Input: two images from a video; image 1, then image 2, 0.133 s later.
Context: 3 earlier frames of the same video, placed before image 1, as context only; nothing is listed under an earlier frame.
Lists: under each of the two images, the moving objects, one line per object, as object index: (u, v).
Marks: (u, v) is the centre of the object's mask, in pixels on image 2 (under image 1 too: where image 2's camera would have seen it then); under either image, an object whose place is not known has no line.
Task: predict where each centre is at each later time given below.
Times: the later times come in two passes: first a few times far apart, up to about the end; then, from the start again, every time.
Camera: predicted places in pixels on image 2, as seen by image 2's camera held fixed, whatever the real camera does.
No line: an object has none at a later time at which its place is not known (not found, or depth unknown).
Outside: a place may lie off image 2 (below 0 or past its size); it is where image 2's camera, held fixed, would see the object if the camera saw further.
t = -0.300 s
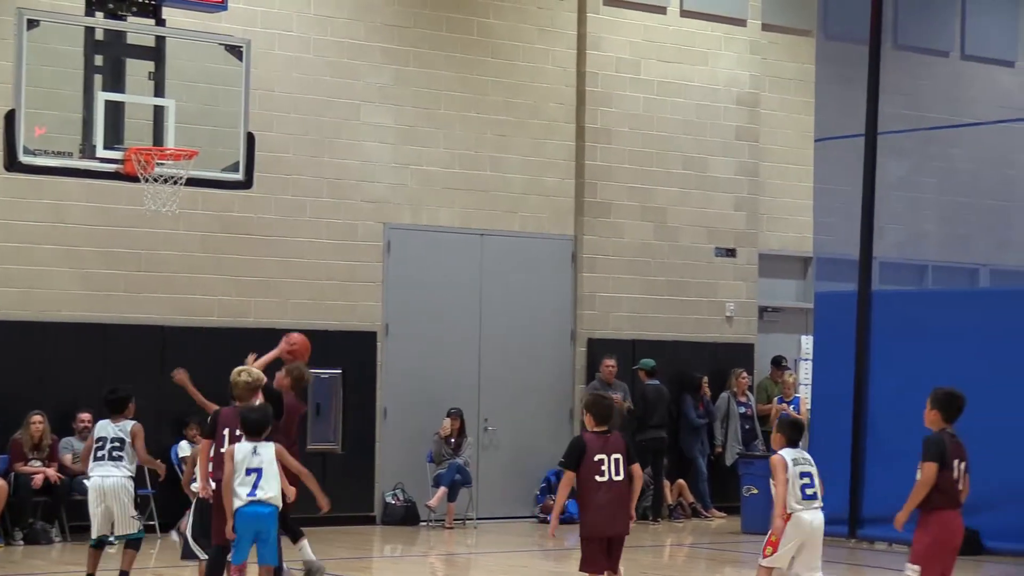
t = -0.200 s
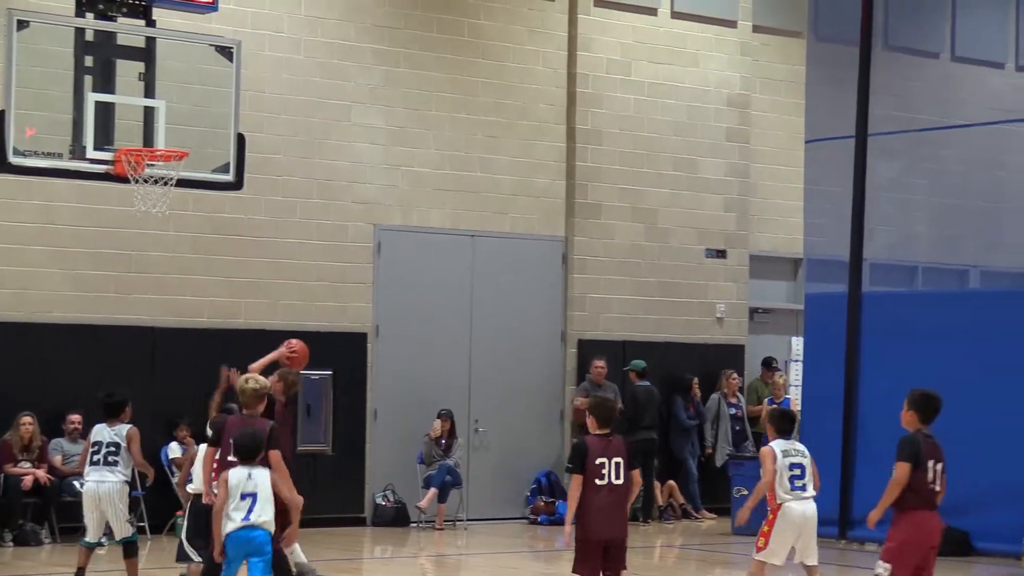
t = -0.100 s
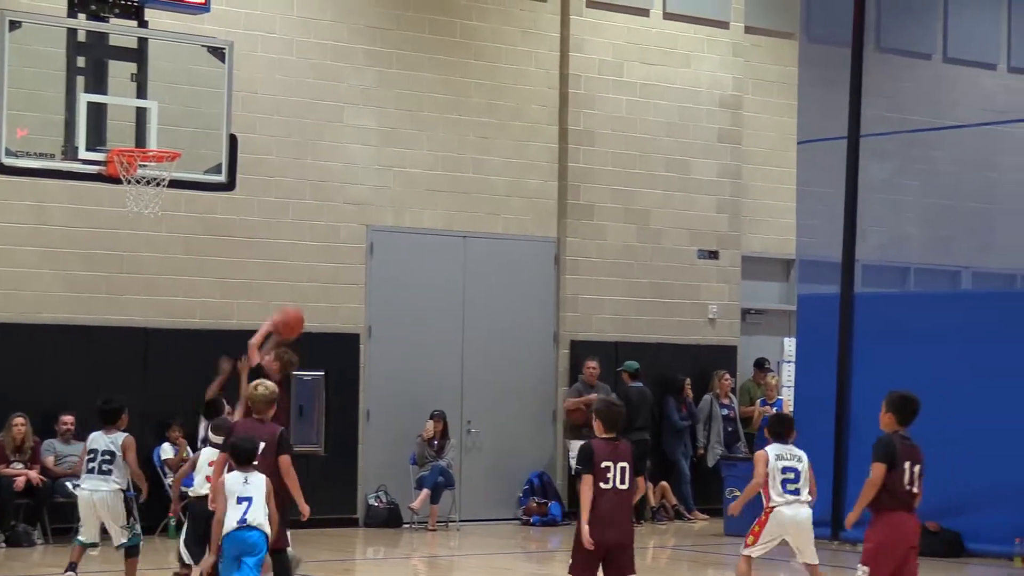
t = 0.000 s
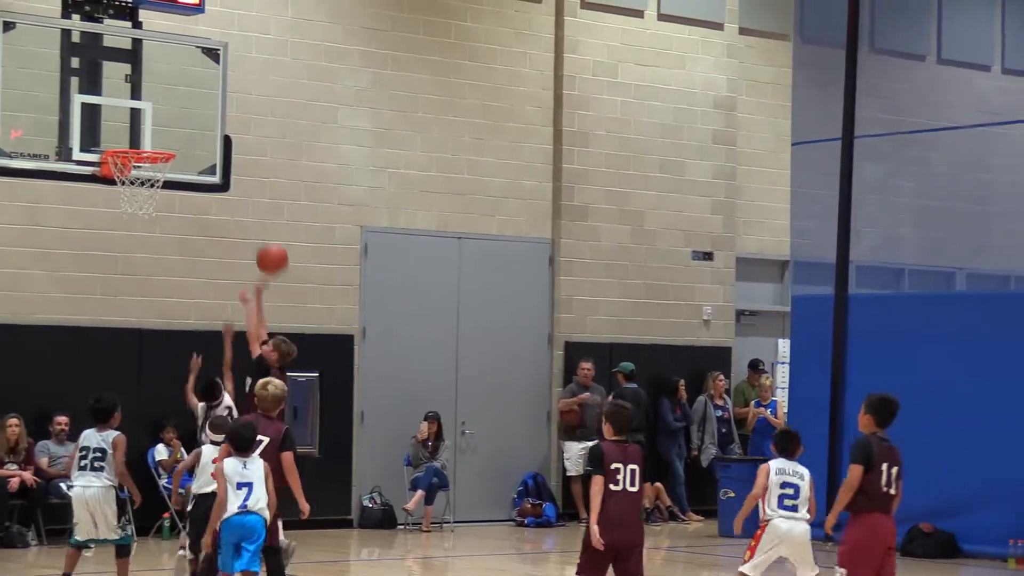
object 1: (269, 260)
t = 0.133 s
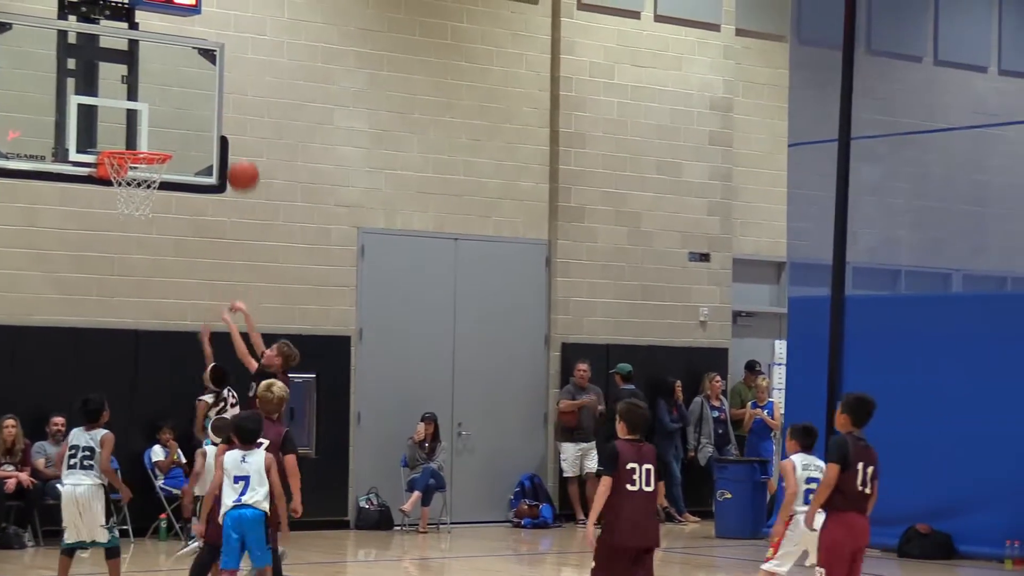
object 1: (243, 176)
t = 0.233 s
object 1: (223, 127)
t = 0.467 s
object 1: (175, 65)
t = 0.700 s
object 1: (125, 76)
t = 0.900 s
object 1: (79, 147)
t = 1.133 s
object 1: (75, 225)
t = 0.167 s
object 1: (237, 157)
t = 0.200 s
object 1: (230, 142)
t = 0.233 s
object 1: (223, 127)
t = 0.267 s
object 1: (216, 114)
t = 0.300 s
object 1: (209, 102)
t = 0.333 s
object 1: (202, 92)
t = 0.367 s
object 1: (196, 83)
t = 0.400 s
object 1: (189, 76)
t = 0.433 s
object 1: (182, 70)
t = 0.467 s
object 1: (175, 65)
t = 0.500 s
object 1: (168, 63)
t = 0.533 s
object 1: (161, 61)
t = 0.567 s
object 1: (154, 61)
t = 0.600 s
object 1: (147, 63)
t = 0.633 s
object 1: (140, 65)
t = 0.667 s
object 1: (132, 70)
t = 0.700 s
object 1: (125, 76)
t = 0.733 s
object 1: (117, 84)
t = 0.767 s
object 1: (110, 93)
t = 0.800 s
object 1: (102, 104)
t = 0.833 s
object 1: (94, 117)
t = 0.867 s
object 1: (86, 131)
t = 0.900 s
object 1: (79, 147)
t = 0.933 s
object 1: (71, 166)
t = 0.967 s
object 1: (70, 173)
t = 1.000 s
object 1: (72, 180)
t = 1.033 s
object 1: (72, 189)
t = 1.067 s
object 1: (74, 199)
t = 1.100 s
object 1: (74, 212)
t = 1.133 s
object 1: (75, 225)
